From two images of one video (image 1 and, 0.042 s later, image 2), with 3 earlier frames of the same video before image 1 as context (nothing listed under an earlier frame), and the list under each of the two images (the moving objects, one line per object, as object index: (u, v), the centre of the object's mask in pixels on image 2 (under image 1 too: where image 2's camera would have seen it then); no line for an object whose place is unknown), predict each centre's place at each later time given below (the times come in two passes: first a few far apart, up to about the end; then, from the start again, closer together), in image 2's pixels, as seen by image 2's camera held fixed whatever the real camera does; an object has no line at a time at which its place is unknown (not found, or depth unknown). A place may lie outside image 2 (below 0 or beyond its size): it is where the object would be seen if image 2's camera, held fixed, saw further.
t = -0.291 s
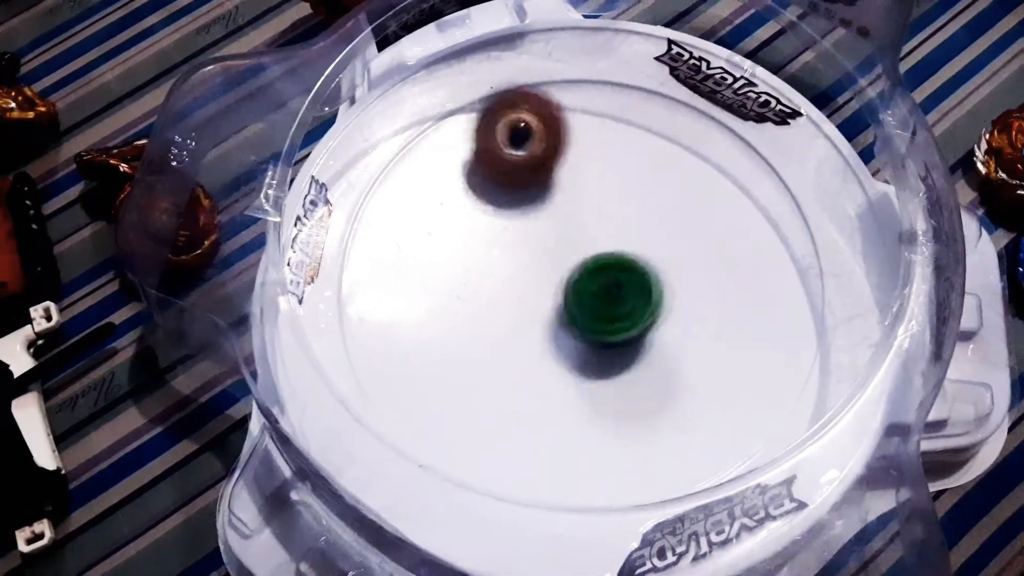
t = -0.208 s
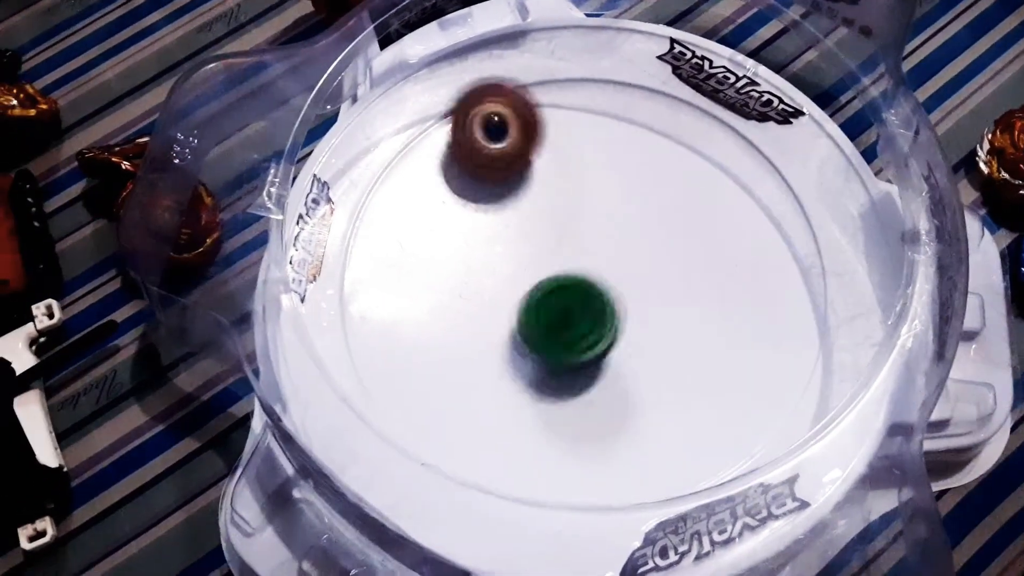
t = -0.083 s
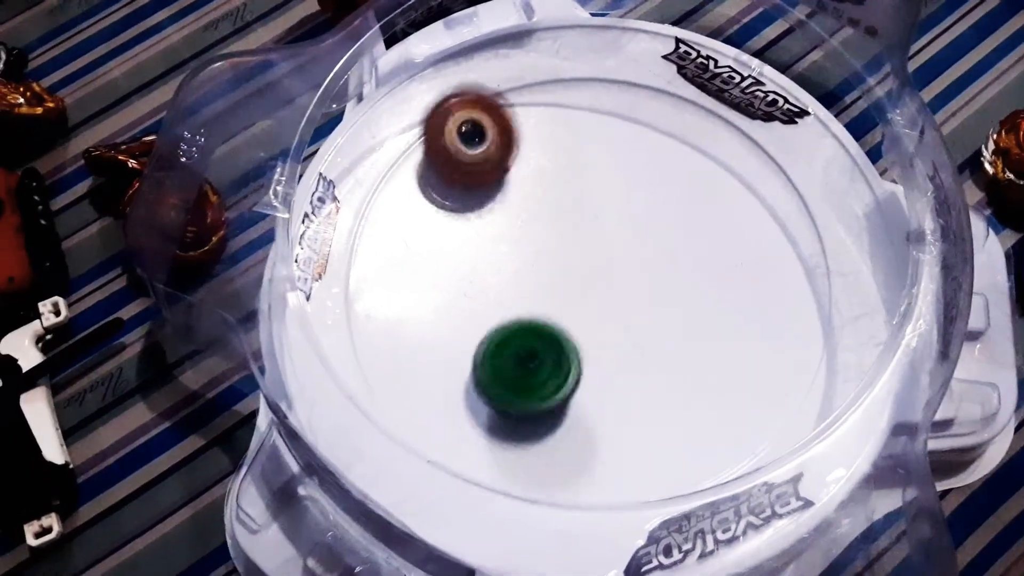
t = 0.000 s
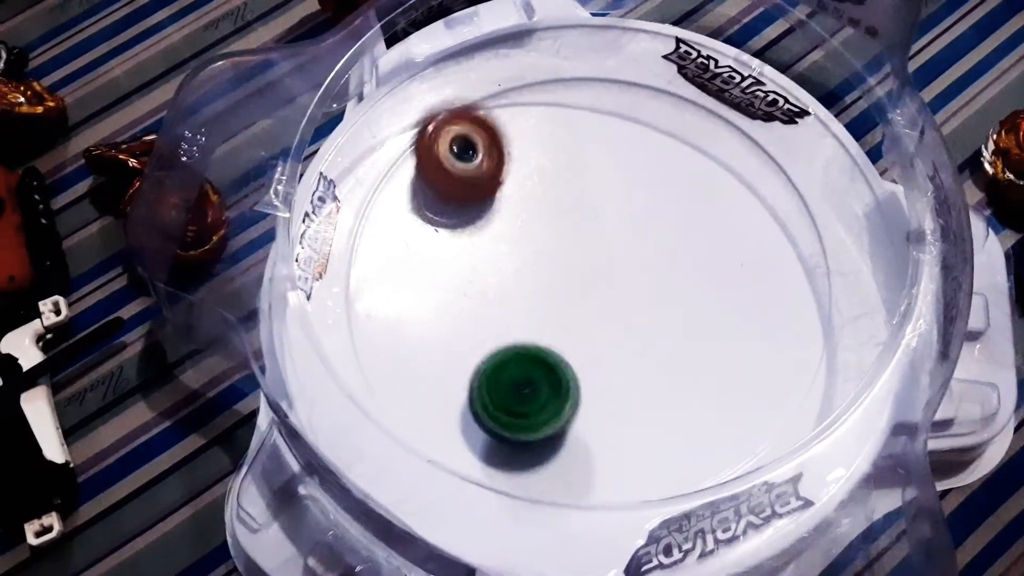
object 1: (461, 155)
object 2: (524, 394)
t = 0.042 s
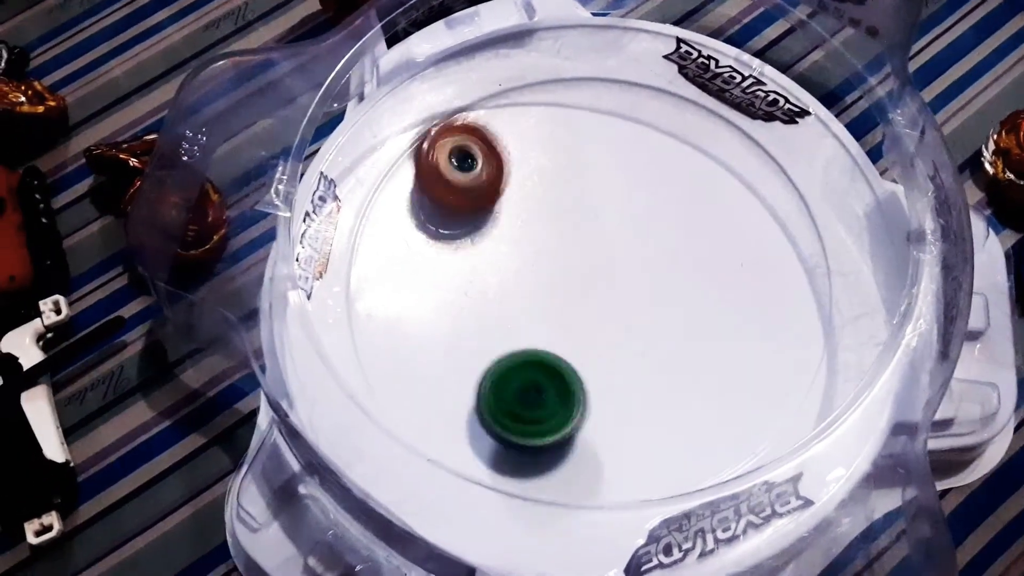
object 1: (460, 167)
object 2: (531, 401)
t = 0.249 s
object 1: (488, 259)
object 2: (573, 343)
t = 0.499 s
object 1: (451, 202)
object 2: (696, 348)
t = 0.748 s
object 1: (540, 235)
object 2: (652, 258)
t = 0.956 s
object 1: (524, 258)
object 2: (638, 235)
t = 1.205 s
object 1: (529, 309)
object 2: (613, 241)
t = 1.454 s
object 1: (542, 322)
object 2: (612, 241)
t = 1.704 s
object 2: (594, 234)
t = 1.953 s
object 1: (566, 331)
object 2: (576, 218)
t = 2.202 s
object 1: (577, 328)
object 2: (569, 229)
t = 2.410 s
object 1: (583, 331)
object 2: (577, 231)
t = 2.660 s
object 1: (576, 340)
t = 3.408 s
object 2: (625, 168)
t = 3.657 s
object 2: (621, 154)
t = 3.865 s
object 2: (600, 199)
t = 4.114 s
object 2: (614, 179)
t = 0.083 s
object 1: (461, 182)
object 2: (542, 402)
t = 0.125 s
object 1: (462, 198)
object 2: (555, 396)
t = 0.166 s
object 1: (468, 219)
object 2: (566, 382)
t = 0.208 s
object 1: (477, 238)
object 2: (572, 364)
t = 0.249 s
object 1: (488, 259)
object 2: (573, 343)
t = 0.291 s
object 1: (481, 257)
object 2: (589, 344)
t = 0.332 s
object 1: (458, 236)
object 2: (618, 358)
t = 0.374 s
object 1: (443, 220)
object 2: (644, 363)
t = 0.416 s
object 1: (437, 208)
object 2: (662, 363)
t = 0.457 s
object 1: (441, 203)
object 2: (682, 357)
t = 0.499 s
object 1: (451, 202)
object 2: (696, 348)
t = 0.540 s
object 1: (463, 206)
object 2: (705, 334)
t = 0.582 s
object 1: (478, 210)
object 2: (707, 317)
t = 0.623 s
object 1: (493, 216)
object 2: (702, 303)
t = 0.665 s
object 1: (510, 221)
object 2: (691, 285)
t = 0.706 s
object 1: (526, 227)
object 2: (673, 269)
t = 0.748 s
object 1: (540, 235)
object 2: (652, 258)
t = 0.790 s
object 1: (530, 238)
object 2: (655, 251)
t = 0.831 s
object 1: (521, 242)
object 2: (656, 245)
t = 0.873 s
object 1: (519, 246)
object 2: (651, 239)
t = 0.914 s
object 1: (520, 252)
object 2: (646, 235)
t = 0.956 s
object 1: (524, 258)
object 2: (638, 235)
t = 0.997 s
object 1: (528, 266)
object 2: (629, 236)
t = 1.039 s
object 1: (524, 277)
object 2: (626, 235)
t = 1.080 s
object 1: (522, 287)
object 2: (622, 235)
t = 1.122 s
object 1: (524, 295)
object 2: (620, 237)
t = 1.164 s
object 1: (528, 302)
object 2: (615, 240)
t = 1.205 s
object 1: (529, 309)
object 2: (613, 241)
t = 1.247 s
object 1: (530, 319)
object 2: (612, 240)
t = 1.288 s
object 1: (533, 323)
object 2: (613, 241)
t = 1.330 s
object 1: (537, 322)
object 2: (611, 243)
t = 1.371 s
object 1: (541, 322)
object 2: (610, 245)
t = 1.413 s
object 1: (543, 321)
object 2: (612, 245)
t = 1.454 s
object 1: (542, 322)
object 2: (612, 241)
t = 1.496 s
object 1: (542, 321)
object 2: (610, 238)
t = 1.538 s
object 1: (542, 318)
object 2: (606, 238)
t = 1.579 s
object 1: (542, 320)
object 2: (602, 236)
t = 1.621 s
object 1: (545, 324)
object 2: (601, 234)
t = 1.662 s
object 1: (548, 325)
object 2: (597, 234)
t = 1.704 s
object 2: (594, 234)
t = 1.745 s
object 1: (552, 326)
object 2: (592, 233)
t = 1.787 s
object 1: (554, 326)
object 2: (588, 230)
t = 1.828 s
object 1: (557, 326)
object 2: (584, 229)
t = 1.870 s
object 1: (561, 330)
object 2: (583, 223)
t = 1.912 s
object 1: (564, 331)
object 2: (580, 218)
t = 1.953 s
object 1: (566, 331)
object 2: (576, 218)
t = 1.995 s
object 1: (568, 326)
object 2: (572, 217)
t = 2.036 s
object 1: (570, 322)
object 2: (570, 220)
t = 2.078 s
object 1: (573, 321)
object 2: (567, 223)
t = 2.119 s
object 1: (574, 324)
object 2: (568, 224)
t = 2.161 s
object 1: (574, 325)
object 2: (568, 228)
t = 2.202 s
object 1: (577, 328)
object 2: (569, 229)
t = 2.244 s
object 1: (580, 329)
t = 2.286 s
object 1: (583, 331)
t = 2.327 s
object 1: (584, 331)
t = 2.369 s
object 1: (584, 331)
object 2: (577, 232)
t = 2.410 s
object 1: (583, 331)
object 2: (577, 231)
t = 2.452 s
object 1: (581, 329)
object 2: (580, 231)
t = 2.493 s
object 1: (580, 329)
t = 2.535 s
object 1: (579, 334)
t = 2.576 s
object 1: (579, 339)
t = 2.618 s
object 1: (578, 342)
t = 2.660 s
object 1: (576, 340)
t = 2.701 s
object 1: (575, 341)
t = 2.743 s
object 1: (574, 341)
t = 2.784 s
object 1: (571, 350)
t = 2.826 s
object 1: (568, 356)
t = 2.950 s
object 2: (594, 206)
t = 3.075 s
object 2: (586, 207)
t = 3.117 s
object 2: (583, 212)
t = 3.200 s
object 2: (580, 222)
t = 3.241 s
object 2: (592, 208)
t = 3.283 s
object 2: (602, 194)
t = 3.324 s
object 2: (610, 185)
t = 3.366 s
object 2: (618, 177)
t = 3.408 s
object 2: (625, 168)
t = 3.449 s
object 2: (631, 161)
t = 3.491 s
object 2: (636, 154)
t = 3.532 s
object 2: (636, 148)
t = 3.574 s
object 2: (633, 147)
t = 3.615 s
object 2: (627, 148)
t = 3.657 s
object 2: (621, 154)
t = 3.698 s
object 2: (617, 161)
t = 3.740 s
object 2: (609, 173)
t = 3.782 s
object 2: (602, 186)
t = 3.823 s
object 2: (596, 199)
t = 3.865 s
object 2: (600, 199)
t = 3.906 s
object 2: (608, 191)
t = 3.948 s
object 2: (613, 185)
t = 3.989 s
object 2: (617, 181)
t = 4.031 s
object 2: (616, 178)
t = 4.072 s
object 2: (616, 177)
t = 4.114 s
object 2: (614, 179)
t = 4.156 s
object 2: (611, 186)
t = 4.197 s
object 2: (608, 192)
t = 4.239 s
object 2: (605, 200)
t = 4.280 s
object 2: (602, 208)
